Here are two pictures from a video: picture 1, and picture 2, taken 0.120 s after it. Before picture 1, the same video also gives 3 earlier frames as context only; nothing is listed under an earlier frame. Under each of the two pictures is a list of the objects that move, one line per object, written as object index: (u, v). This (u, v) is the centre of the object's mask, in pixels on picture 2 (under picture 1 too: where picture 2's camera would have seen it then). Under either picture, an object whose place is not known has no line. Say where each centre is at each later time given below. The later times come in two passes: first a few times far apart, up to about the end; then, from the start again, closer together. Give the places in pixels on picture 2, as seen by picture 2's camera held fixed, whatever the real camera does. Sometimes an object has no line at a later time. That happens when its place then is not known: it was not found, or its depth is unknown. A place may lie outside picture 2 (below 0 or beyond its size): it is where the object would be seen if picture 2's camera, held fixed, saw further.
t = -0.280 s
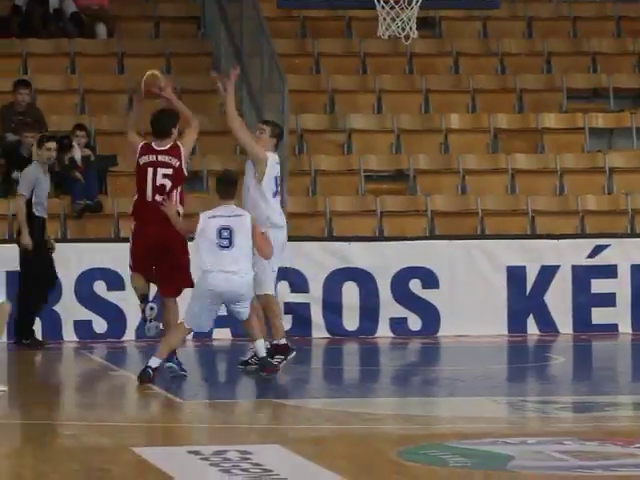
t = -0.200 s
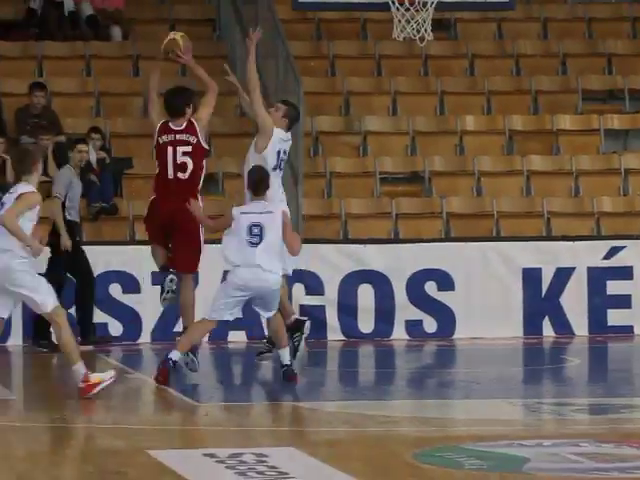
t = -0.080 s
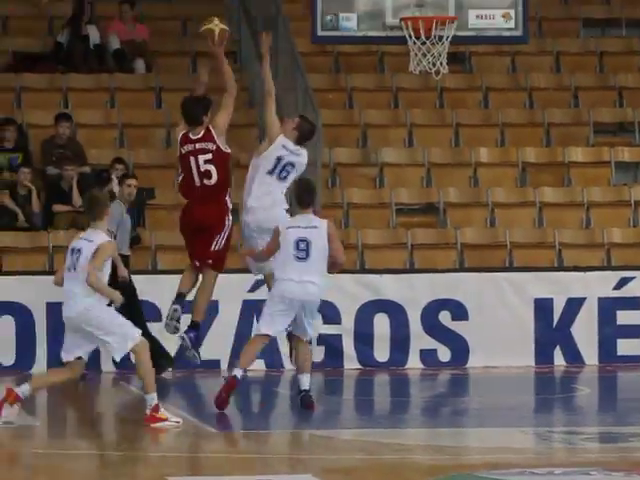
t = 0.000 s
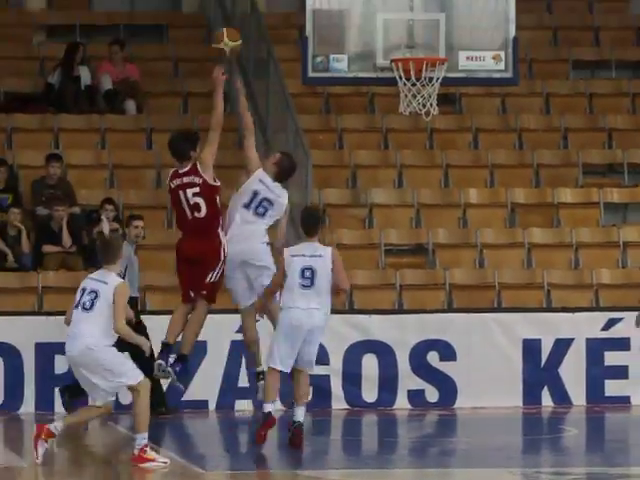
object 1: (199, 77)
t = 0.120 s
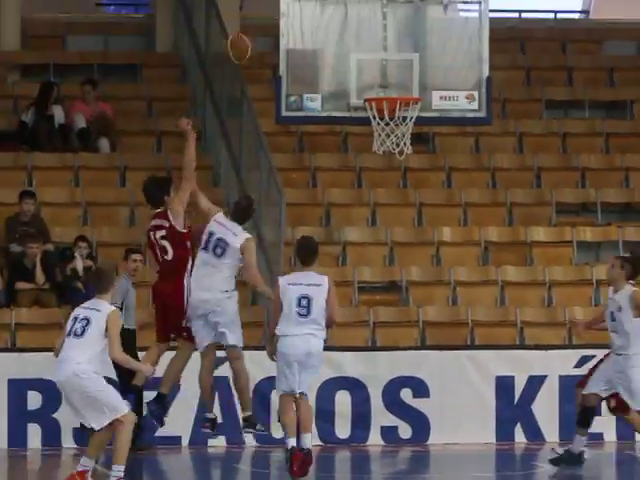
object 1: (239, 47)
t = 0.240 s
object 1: (275, 33)
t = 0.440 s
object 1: (324, 50)
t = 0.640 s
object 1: (369, 81)
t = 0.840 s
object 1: (396, 66)
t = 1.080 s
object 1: (433, 108)
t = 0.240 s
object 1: (275, 33)
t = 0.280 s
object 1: (285, 35)
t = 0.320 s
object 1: (295, 34)
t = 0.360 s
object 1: (308, 38)
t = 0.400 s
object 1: (318, 43)
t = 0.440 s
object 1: (324, 50)
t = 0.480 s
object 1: (334, 56)
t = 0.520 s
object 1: (340, 64)
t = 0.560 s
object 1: (355, 70)
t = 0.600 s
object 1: (363, 82)
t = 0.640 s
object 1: (369, 81)
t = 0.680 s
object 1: (374, 75)
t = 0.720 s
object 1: (380, 70)
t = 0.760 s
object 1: (386, 66)
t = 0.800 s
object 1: (391, 65)
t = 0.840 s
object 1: (396, 66)
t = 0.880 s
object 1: (403, 68)
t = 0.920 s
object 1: (408, 72)
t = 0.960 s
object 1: (415, 78)
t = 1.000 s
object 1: (421, 87)
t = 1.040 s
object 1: (427, 96)
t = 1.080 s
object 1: (433, 108)
